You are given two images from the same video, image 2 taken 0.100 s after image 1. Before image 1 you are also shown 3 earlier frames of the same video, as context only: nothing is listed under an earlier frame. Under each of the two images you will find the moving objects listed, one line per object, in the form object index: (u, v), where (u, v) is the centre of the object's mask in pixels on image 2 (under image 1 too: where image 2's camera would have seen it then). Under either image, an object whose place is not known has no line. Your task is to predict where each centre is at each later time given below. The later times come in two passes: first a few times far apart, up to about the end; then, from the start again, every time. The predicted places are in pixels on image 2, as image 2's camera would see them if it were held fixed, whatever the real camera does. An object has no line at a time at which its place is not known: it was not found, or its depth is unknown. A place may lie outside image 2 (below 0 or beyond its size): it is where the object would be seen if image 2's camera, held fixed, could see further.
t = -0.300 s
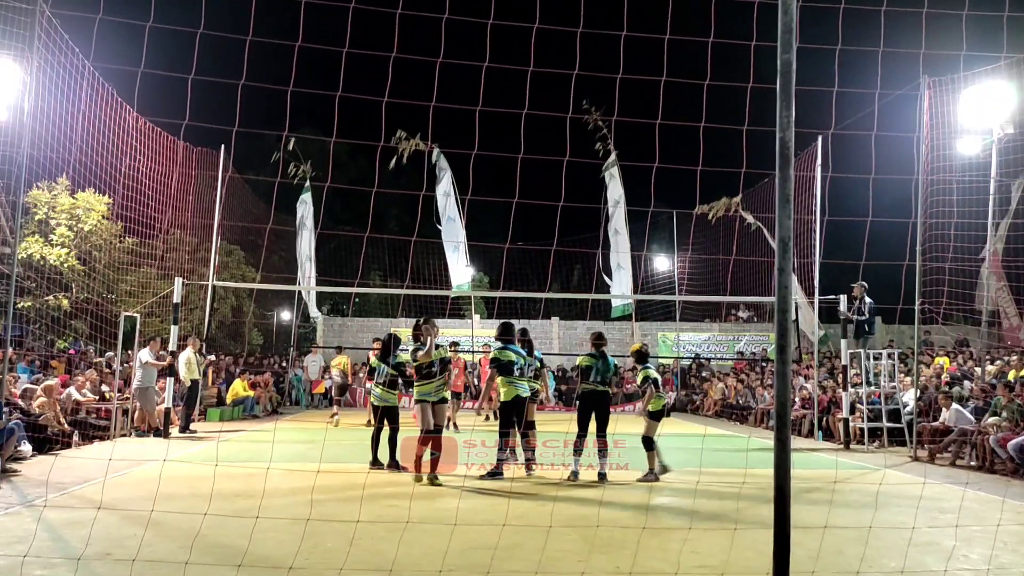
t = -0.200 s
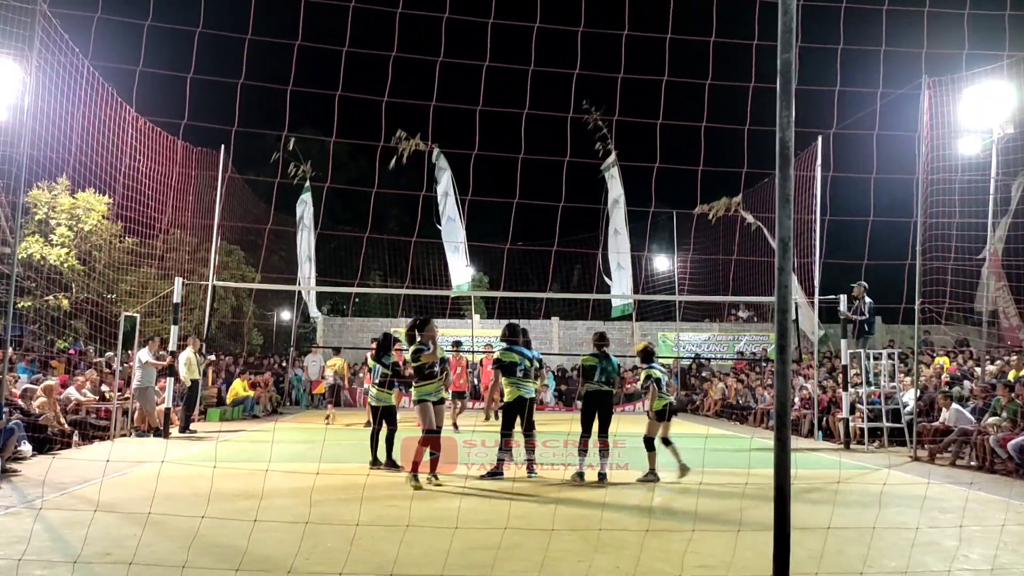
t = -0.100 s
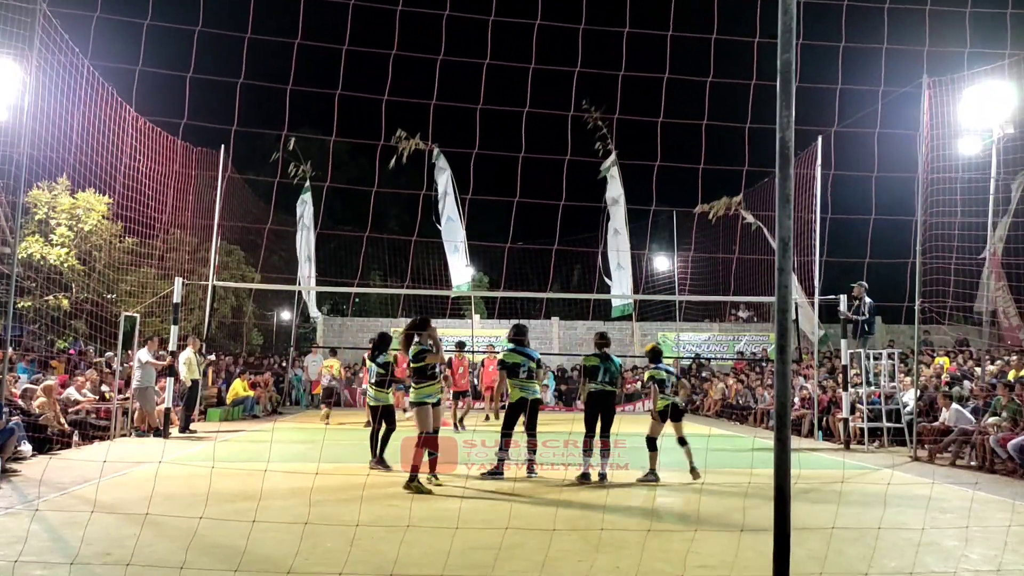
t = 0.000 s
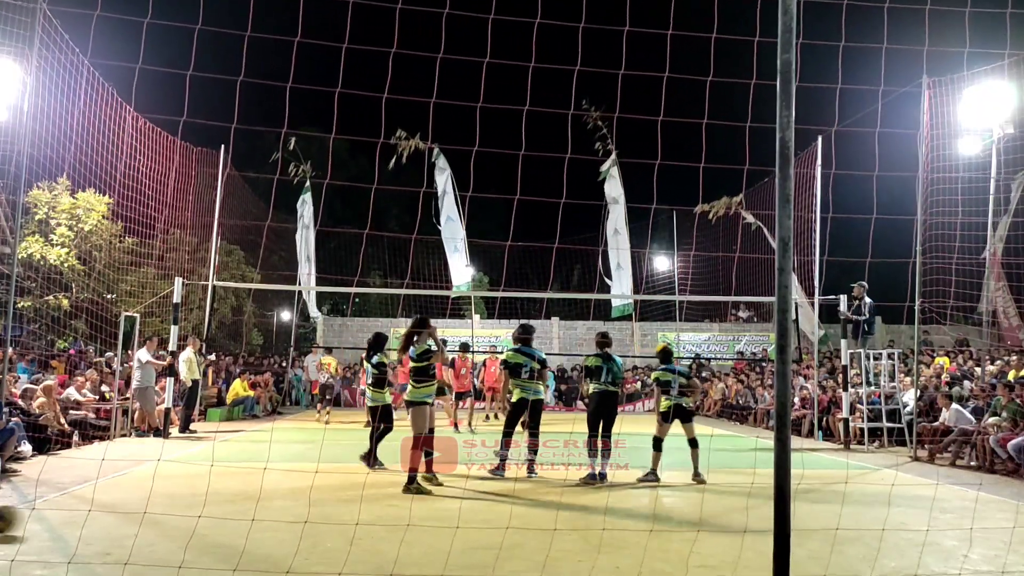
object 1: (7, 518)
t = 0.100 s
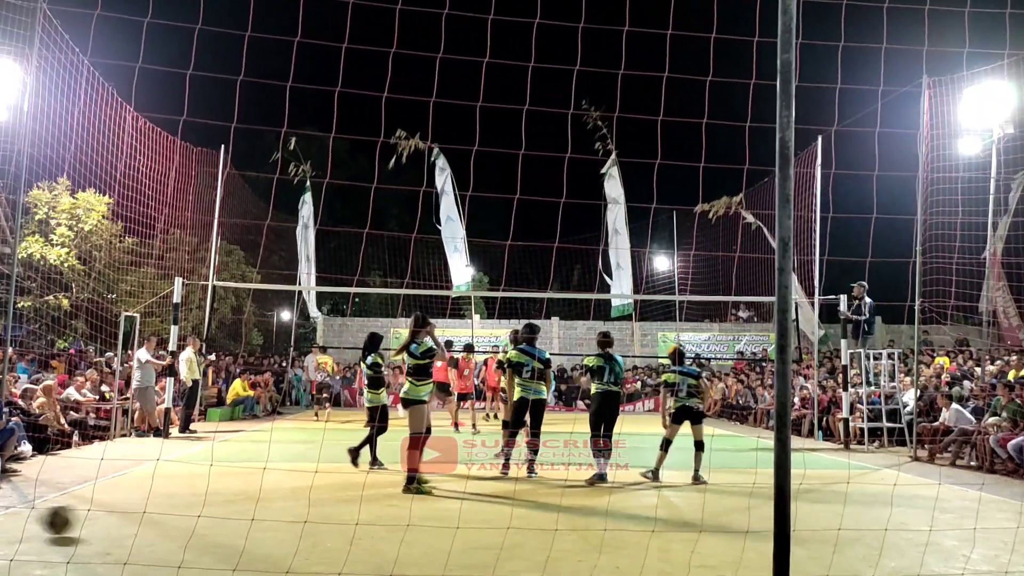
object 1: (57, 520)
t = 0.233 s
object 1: (132, 522)
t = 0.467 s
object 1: (262, 526)
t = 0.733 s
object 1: (405, 530)
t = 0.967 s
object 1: (528, 536)
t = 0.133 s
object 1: (77, 521)
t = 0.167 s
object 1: (95, 521)
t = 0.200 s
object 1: (114, 520)
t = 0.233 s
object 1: (132, 522)
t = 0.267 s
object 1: (151, 522)
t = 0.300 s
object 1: (169, 522)
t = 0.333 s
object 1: (187, 523)
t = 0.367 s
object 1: (206, 524)
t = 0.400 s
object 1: (225, 524)
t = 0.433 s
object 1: (243, 525)
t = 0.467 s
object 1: (262, 526)
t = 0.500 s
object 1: (279, 527)
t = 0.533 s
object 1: (298, 527)
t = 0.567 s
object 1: (315, 529)
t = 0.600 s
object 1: (334, 529)
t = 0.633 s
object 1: (351, 530)
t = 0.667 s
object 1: (369, 531)
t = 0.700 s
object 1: (387, 531)
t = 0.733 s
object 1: (405, 530)
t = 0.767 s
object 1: (424, 532)
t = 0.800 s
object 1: (440, 531)
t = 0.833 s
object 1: (459, 532)
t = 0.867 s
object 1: (475, 535)
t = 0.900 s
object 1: (492, 536)
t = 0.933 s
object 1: (510, 535)
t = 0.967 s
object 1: (528, 536)
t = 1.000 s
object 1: (546, 534)
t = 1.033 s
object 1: (563, 536)
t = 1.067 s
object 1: (580, 537)
